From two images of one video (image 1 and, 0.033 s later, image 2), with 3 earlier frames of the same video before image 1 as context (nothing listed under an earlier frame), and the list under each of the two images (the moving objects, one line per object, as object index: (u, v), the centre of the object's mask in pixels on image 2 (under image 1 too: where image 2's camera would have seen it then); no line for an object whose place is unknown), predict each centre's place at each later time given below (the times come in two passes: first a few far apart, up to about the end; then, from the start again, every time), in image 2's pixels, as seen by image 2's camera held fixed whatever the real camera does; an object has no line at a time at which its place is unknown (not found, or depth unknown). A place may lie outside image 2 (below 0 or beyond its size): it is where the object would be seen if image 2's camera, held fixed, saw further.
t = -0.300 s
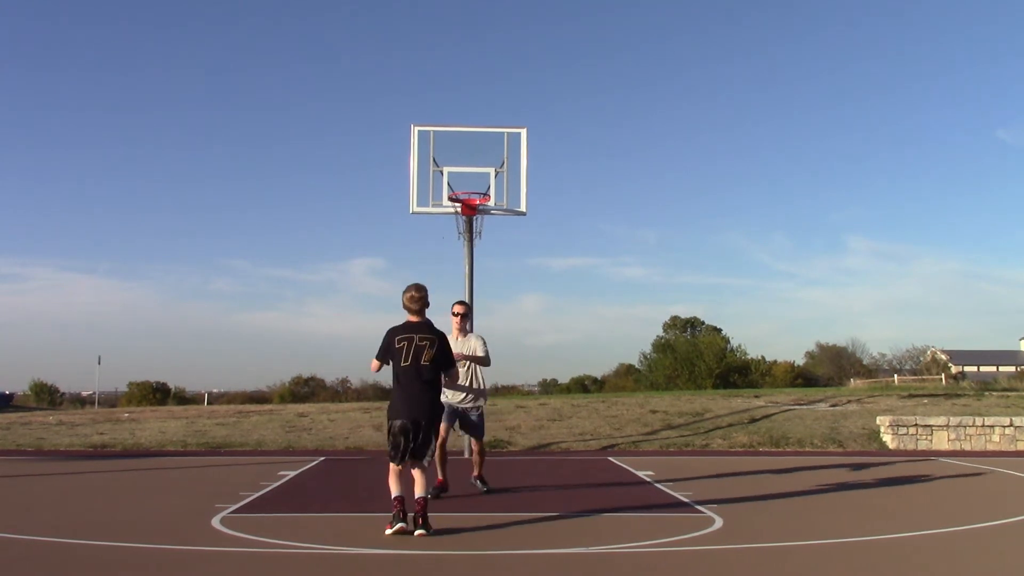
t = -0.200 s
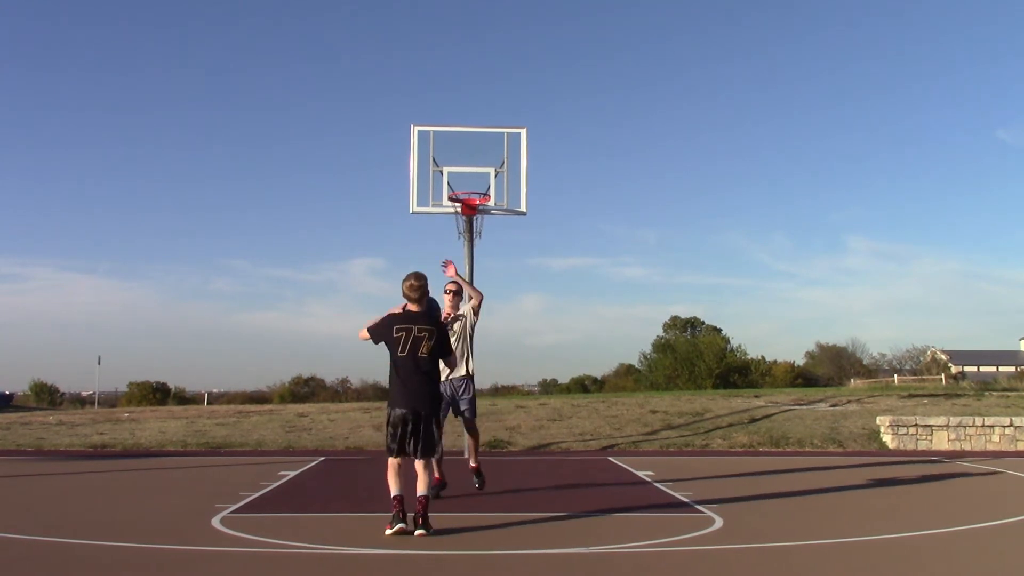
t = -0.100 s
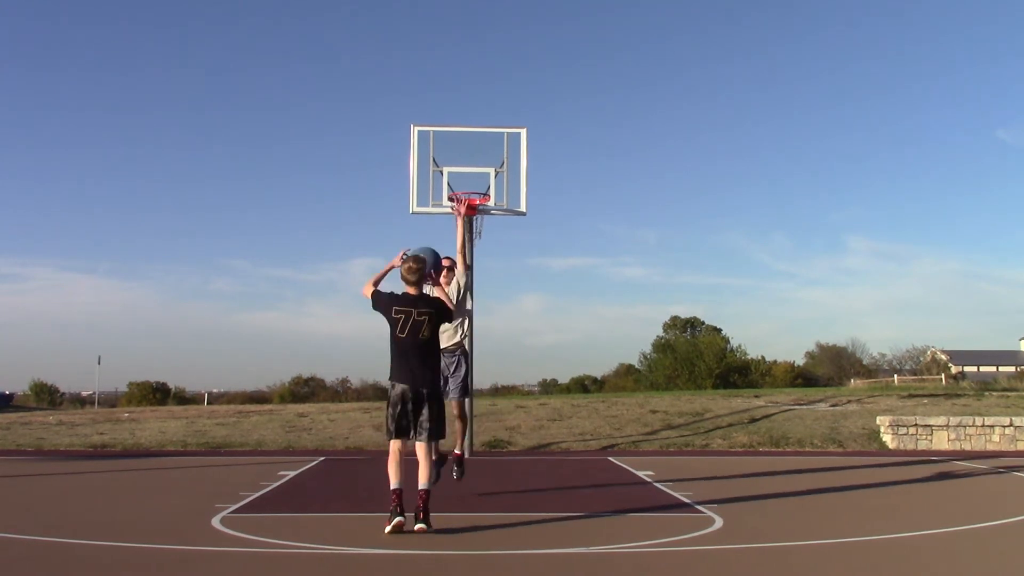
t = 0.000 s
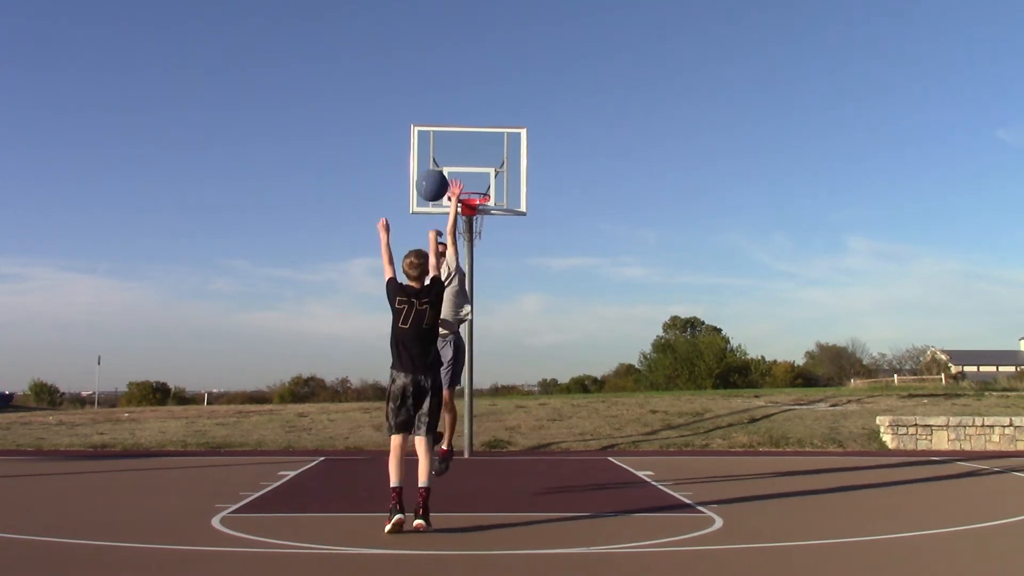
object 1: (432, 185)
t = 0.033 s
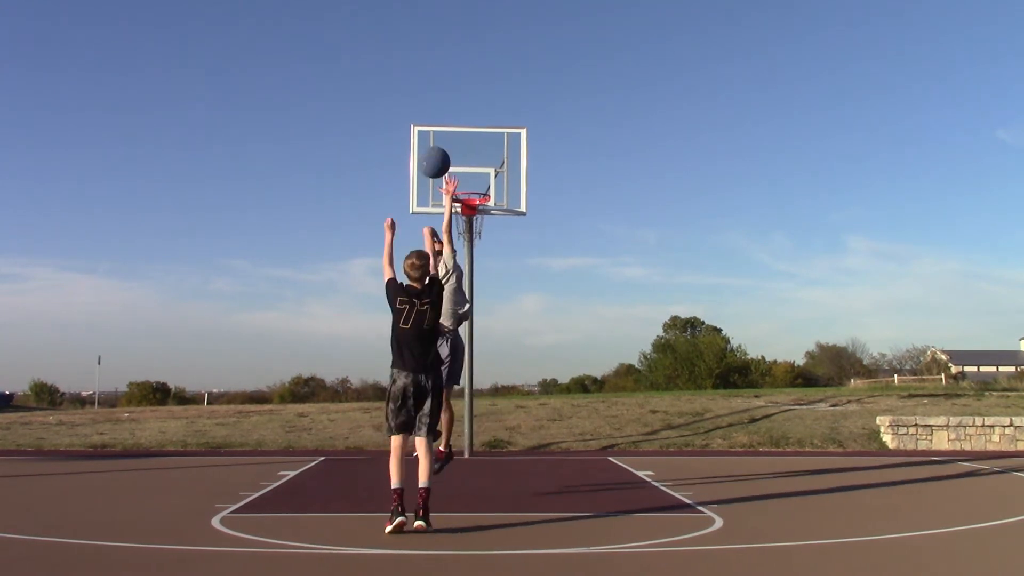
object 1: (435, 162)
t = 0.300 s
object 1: (450, 50)
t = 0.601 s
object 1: (463, 37)
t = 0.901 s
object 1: (474, 105)
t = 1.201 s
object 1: (466, 208)
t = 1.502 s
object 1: (470, 210)
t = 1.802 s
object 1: (479, 247)
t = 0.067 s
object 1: (437, 141)
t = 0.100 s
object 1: (440, 123)
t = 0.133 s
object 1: (441, 106)
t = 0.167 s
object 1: (443, 92)
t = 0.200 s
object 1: (446, 79)
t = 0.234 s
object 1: (447, 67)
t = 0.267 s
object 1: (449, 58)
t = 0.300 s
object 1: (450, 50)
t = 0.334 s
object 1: (452, 44)
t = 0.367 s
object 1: (453, 39)
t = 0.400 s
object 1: (454, 35)
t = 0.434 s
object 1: (456, 32)
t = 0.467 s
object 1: (457, 31)
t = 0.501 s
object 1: (459, 31)
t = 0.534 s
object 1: (460, 32)
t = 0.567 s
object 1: (462, 34)
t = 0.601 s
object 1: (463, 37)
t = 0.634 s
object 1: (465, 41)
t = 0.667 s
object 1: (466, 46)
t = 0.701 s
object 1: (467, 52)
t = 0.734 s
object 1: (468, 59)
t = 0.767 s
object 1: (469, 66)
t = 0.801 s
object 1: (471, 75)
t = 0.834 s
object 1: (472, 84)
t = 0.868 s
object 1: (473, 94)
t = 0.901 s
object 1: (474, 105)
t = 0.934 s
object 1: (475, 117)
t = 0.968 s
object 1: (476, 129)
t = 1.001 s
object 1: (477, 142)
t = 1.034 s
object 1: (478, 156)
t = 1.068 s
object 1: (479, 170)
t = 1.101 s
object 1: (480, 184)
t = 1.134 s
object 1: (478, 195)
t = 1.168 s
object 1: (473, 203)
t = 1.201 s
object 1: (466, 208)
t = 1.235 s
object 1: (462, 211)
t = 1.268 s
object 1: (461, 210)
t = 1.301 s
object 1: (461, 209)
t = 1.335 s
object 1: (462, 209)
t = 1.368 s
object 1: (463, 209)
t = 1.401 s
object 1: (464, 209)
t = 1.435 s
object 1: (466, 209)
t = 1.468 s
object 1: (468, 209)
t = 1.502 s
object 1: (470, 210)
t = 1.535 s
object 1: (471, 211)
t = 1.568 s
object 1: (473, 213)
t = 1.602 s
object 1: (474, 216)
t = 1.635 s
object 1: (476, 218)
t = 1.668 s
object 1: (476, 223)
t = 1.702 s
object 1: (476, 227)
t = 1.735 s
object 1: (477, 233)
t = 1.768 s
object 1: (478, 240)
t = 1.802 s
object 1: (479, 247)
